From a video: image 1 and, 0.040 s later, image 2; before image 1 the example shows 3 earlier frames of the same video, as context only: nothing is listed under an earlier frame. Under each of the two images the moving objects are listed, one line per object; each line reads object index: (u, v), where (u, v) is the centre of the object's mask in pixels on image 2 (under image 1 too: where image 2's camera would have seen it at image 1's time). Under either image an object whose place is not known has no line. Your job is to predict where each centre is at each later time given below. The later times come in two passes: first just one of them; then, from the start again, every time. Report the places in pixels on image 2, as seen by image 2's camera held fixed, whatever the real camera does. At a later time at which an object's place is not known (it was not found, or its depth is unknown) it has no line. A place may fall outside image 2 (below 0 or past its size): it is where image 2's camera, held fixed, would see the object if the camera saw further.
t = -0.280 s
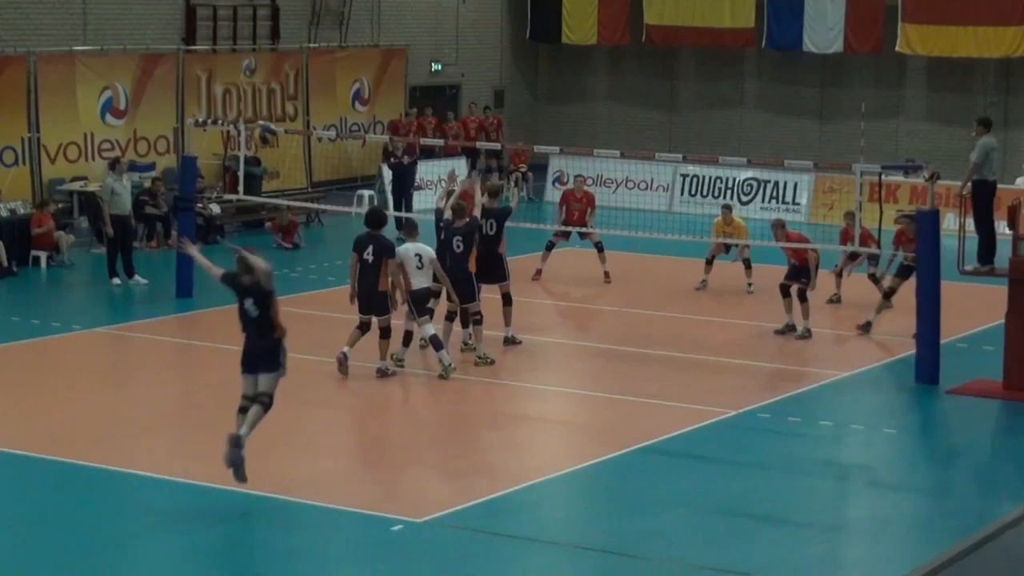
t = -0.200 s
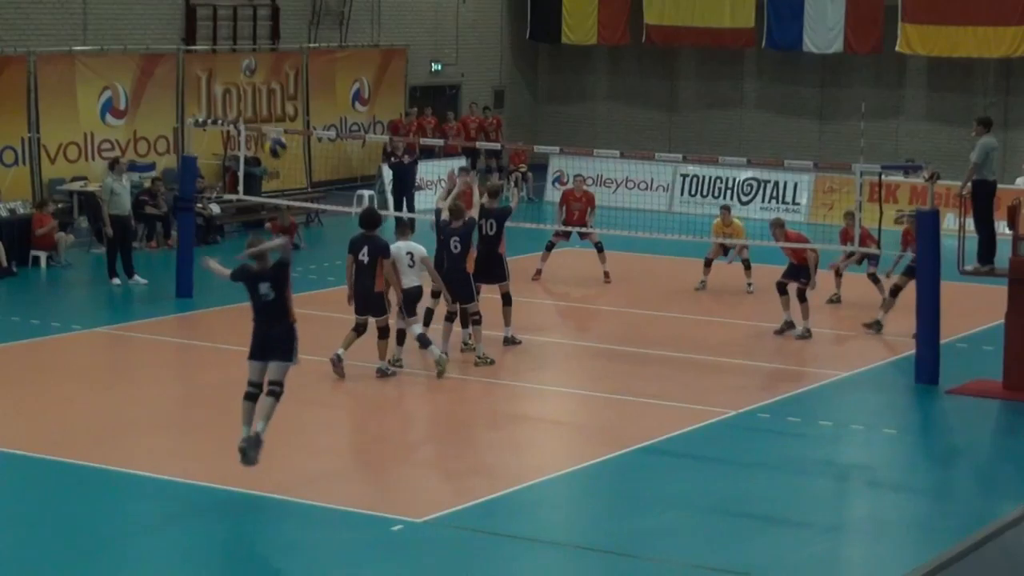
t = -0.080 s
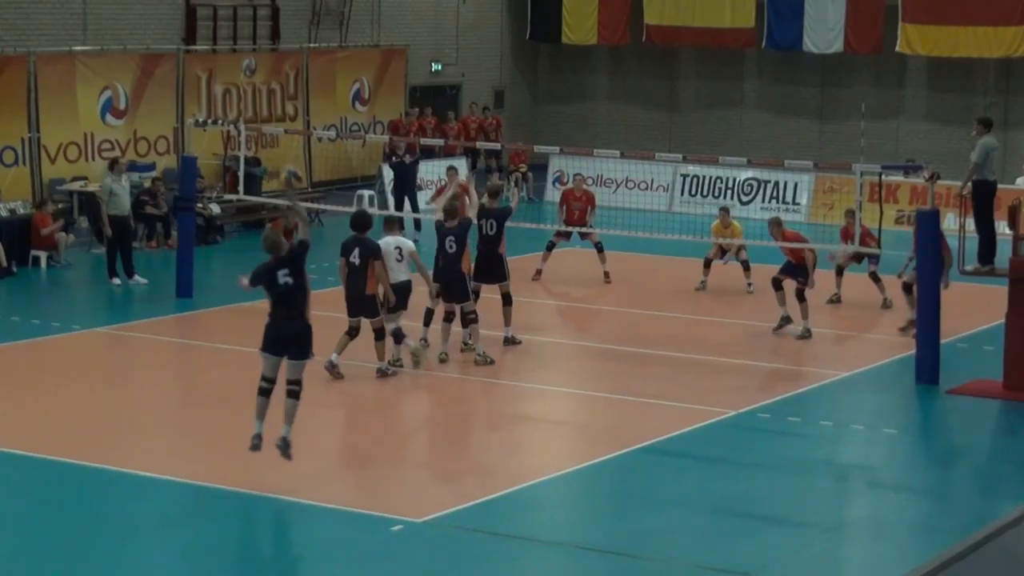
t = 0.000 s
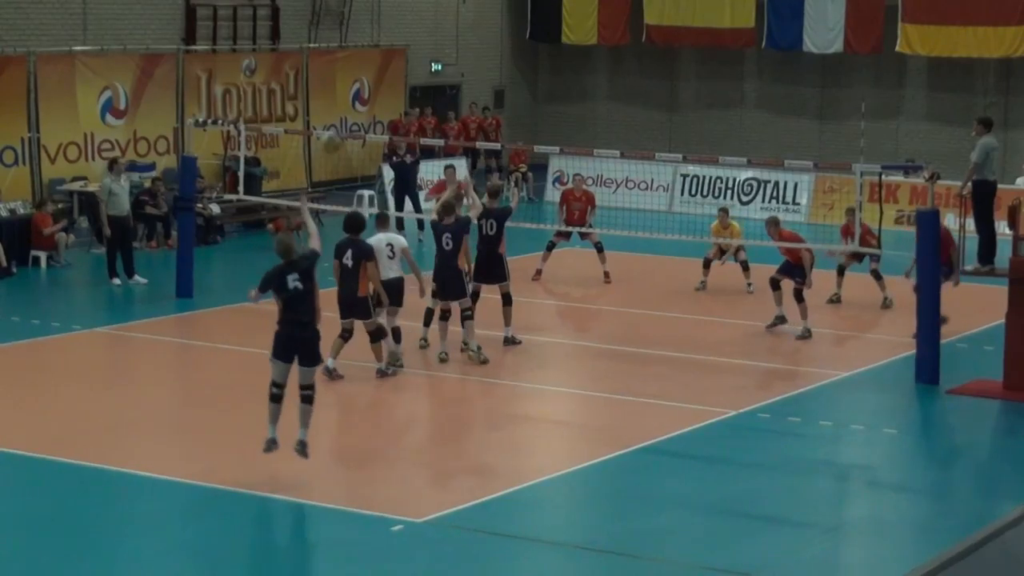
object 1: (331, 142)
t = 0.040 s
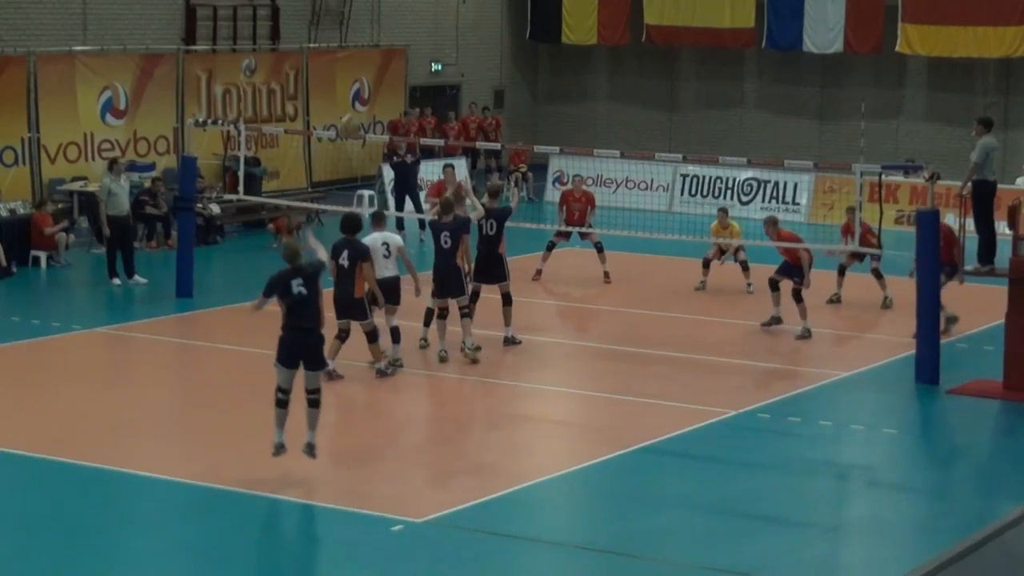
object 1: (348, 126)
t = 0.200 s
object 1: (415, 78)
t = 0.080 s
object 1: (370, 110)
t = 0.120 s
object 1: (385, 96)
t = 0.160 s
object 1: (399, 85)
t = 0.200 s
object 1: (415, 78)
